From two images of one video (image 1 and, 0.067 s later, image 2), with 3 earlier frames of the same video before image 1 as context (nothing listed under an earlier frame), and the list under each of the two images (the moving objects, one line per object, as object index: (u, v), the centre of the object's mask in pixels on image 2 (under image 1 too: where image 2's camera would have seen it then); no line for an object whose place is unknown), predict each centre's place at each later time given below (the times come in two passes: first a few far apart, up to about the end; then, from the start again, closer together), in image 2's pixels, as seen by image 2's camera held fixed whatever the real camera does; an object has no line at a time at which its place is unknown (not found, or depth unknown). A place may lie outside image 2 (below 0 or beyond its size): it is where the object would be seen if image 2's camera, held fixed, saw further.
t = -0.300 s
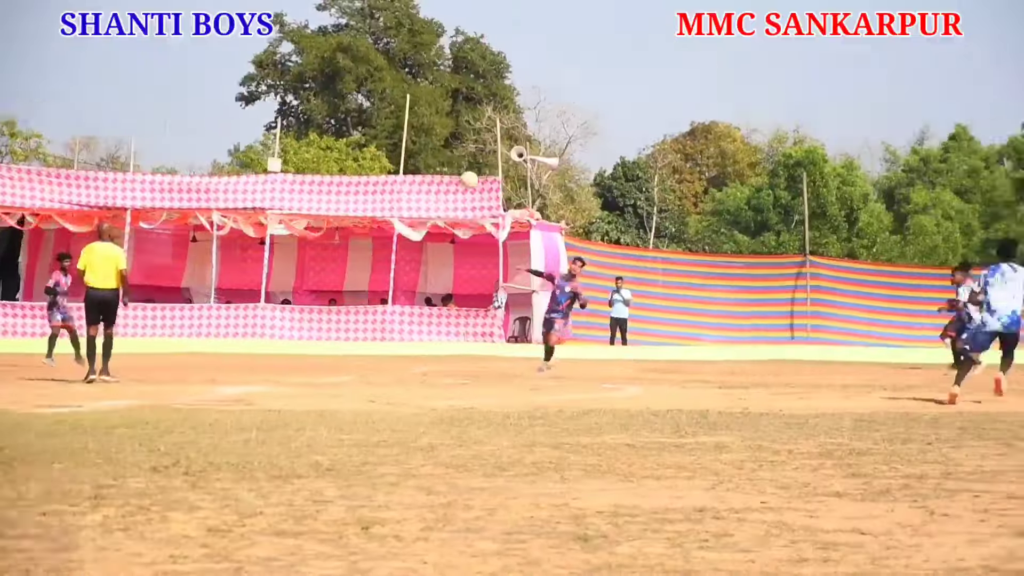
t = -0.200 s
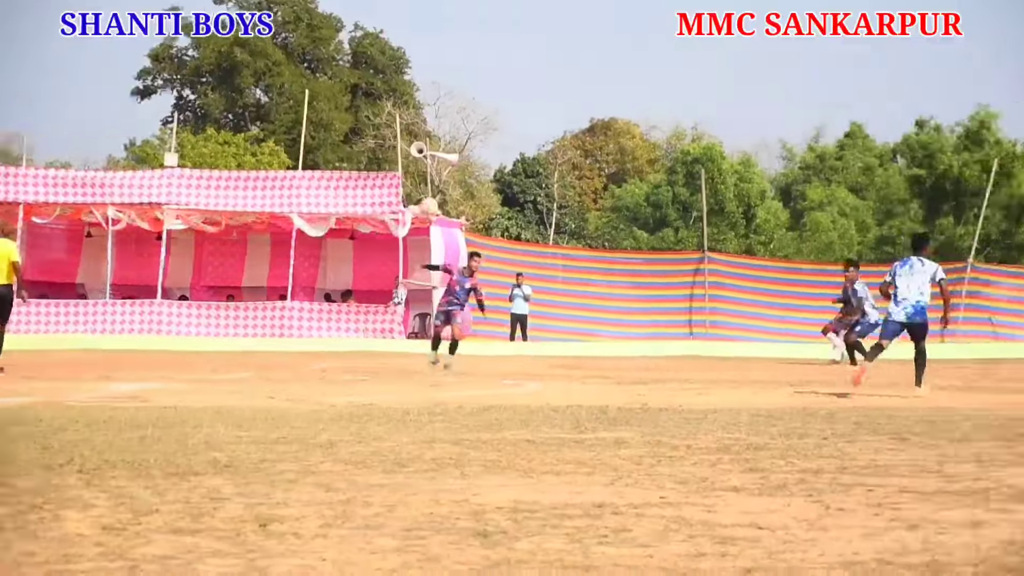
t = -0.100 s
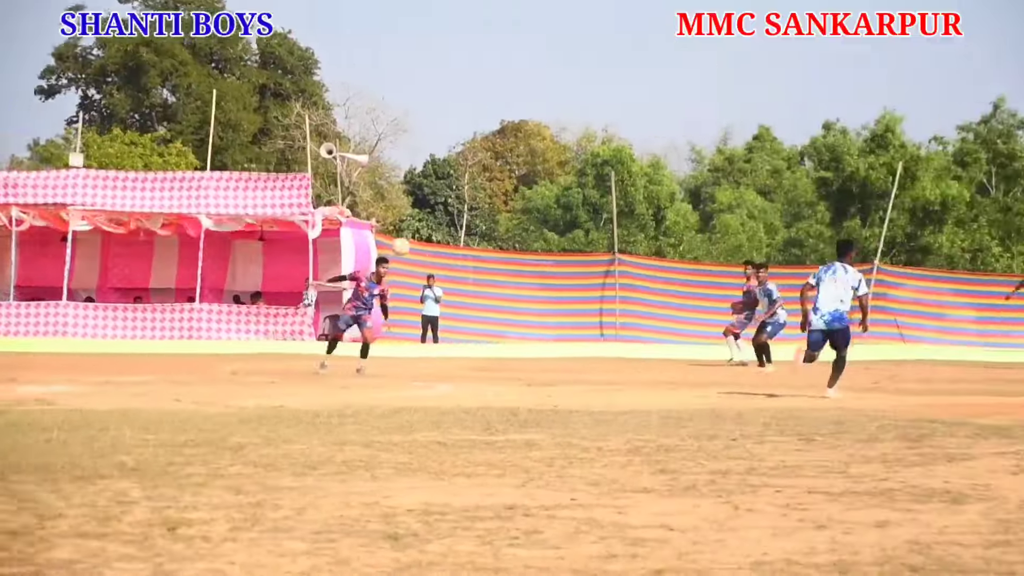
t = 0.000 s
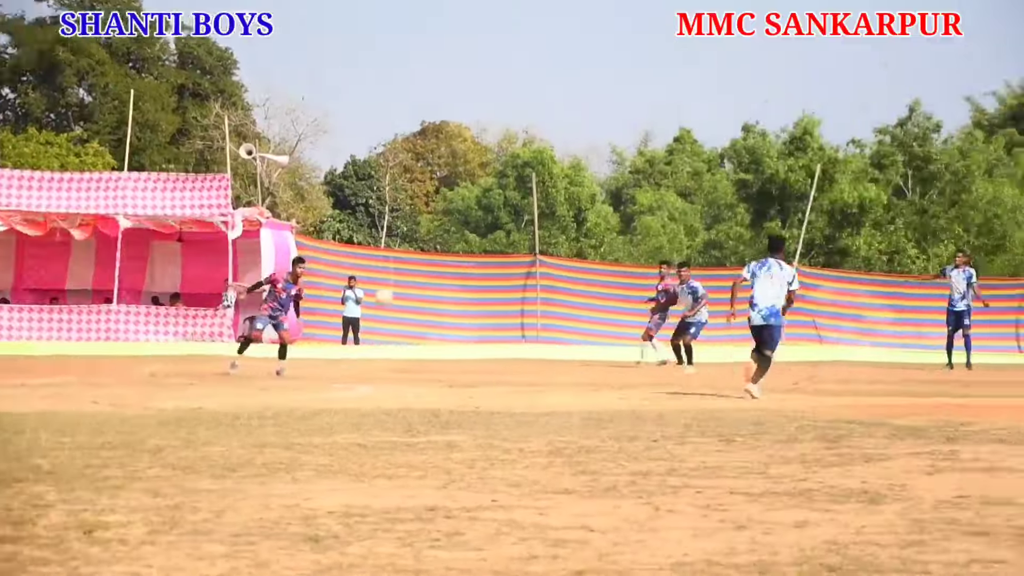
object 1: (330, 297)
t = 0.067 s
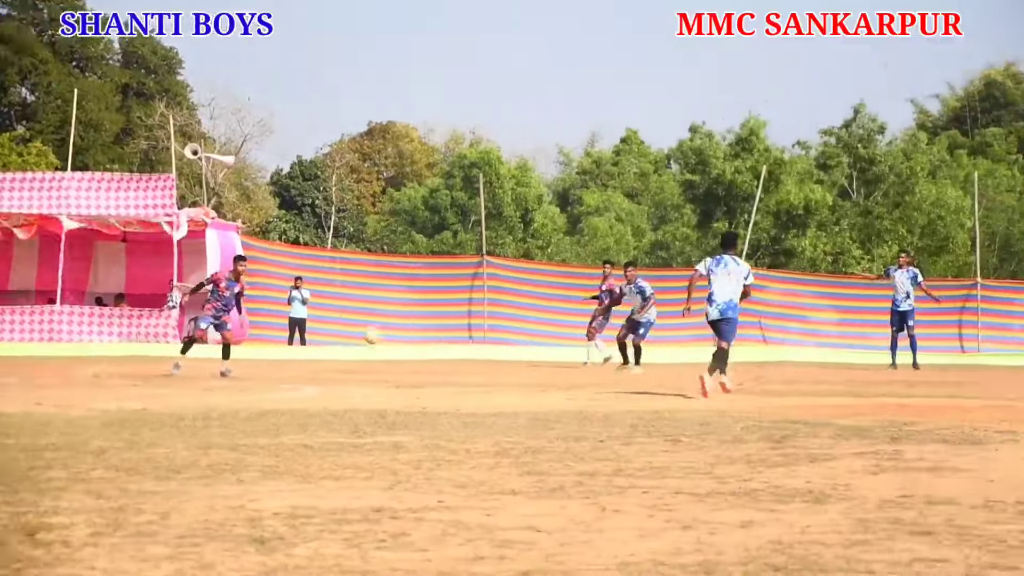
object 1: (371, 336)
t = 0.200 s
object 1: (439, 341)
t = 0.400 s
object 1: (519, 270)
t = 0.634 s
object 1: (613, 232)
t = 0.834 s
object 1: (696, 235)
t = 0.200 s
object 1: (439, 341)
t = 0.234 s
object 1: (454, 327)
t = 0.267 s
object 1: (466, 313)
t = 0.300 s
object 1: (478, 301)
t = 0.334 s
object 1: (492, 289)
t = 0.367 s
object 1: (506, 279)
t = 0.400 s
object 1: (519, 270)
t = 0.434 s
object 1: (532, 261)
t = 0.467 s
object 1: (545, 254)
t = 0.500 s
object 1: (559, 248)
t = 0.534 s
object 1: (572, 243)
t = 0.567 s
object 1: (585, 238)
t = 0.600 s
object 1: (599, 234)
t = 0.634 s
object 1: (613, 232)
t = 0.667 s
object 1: (626, 230)
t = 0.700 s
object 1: (640, 229)
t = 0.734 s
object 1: (654, 230)
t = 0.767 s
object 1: (667, 231)
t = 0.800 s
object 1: (682, 232)
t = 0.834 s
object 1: (696, 235)
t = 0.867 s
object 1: (710, 240)
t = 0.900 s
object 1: (724, 245)
